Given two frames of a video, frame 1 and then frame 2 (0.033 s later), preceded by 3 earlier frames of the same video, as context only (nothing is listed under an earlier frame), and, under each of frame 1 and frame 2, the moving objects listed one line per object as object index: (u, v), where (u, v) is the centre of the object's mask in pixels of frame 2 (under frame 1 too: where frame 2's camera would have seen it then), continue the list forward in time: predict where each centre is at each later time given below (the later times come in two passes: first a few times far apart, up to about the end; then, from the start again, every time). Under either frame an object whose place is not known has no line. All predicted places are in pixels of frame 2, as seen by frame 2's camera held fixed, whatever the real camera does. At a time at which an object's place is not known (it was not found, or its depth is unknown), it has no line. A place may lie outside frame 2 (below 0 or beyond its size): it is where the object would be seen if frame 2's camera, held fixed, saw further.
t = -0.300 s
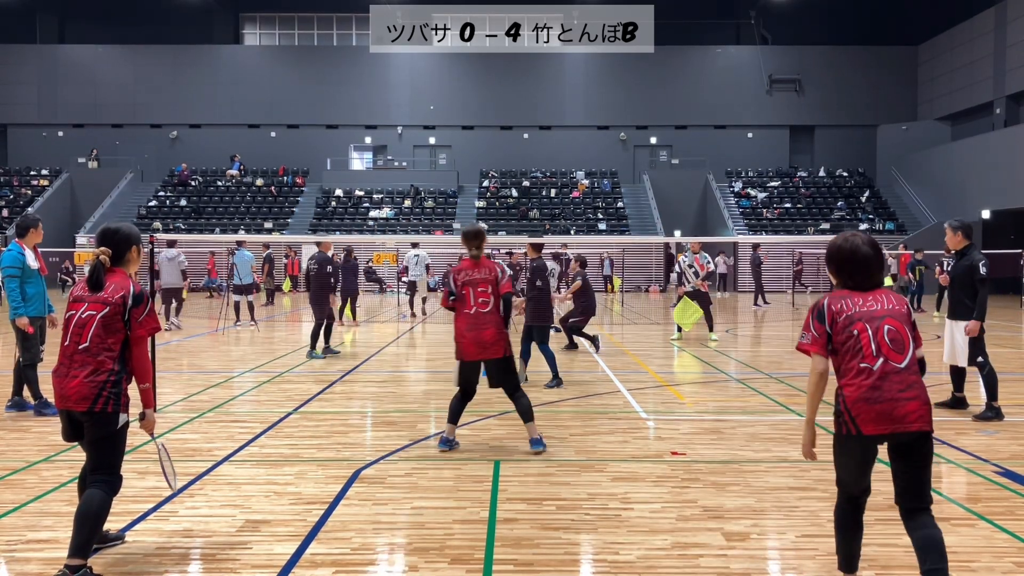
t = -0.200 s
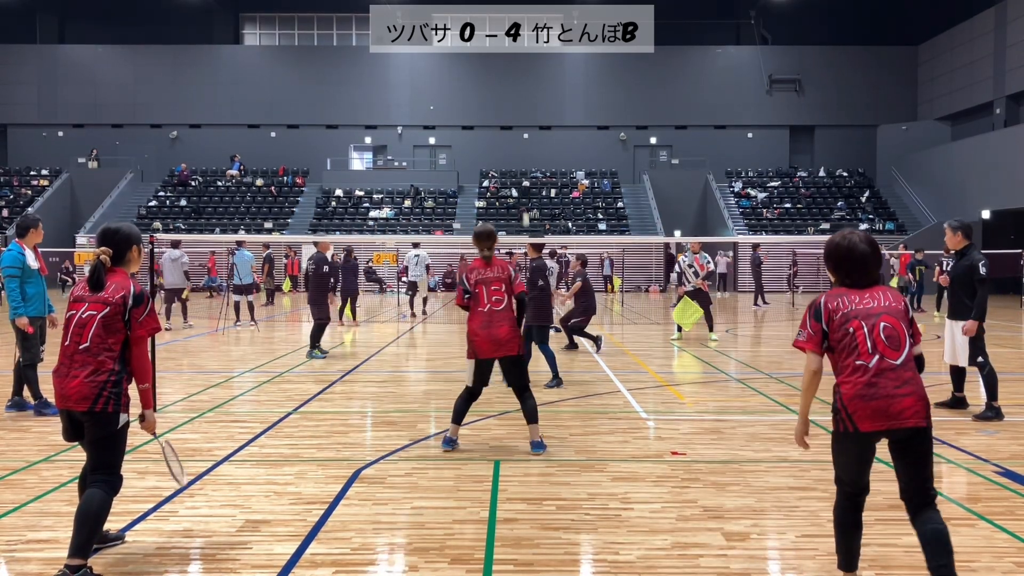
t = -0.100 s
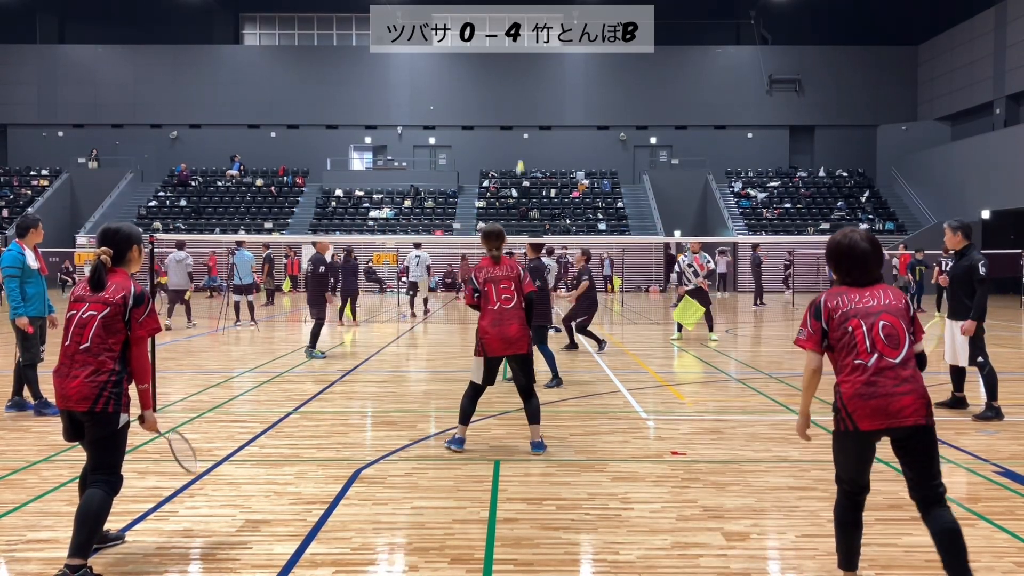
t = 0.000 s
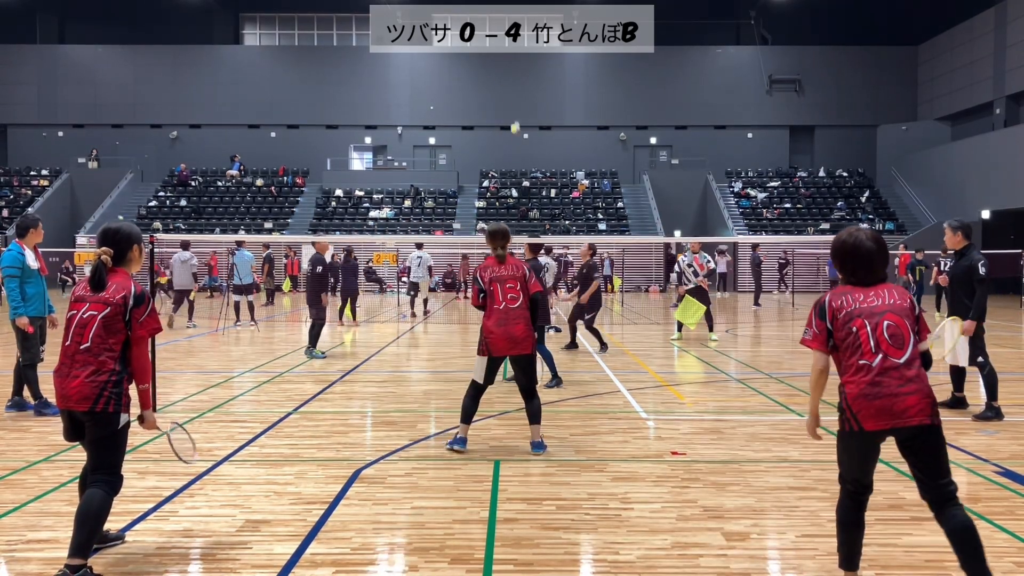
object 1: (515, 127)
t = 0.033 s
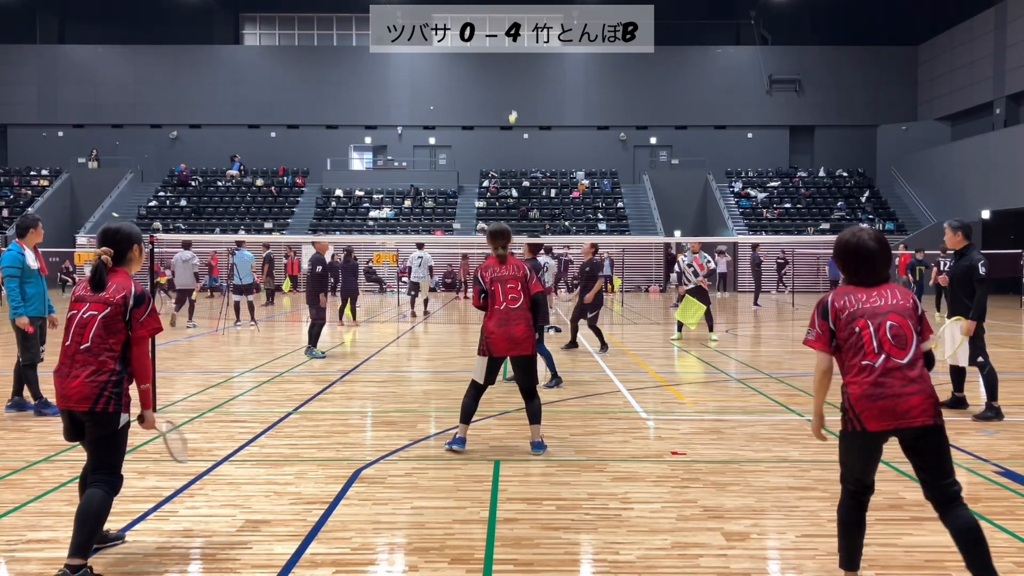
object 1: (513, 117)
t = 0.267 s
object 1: (502, 73)
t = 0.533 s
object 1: (490, 80)
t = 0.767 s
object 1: (483, 131)
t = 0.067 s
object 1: (511, 107)
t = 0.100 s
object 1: (509, 99)
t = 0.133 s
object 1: (507, 92)
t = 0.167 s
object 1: (506, 86)
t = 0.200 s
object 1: (505, 81)
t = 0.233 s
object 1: (503, 76)
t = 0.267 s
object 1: (502, 73)
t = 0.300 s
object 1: (500, 71)
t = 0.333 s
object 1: (499, 70)
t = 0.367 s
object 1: (497, 70)
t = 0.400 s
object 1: (495, 70)
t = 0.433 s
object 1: (494, 71)
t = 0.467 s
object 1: (493, 73)
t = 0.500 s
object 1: (491, 76)
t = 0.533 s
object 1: (490, 80)
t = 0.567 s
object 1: (489, 85)
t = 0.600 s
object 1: (488, 90)
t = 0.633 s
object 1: (487, 97)
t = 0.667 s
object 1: (486, 104)
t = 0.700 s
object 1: (485, 112)
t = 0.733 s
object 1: (484, 121)
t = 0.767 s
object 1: (483, 131)
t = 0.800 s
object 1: (482, 142)
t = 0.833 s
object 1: (481, 153)
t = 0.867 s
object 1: (481, 160)
